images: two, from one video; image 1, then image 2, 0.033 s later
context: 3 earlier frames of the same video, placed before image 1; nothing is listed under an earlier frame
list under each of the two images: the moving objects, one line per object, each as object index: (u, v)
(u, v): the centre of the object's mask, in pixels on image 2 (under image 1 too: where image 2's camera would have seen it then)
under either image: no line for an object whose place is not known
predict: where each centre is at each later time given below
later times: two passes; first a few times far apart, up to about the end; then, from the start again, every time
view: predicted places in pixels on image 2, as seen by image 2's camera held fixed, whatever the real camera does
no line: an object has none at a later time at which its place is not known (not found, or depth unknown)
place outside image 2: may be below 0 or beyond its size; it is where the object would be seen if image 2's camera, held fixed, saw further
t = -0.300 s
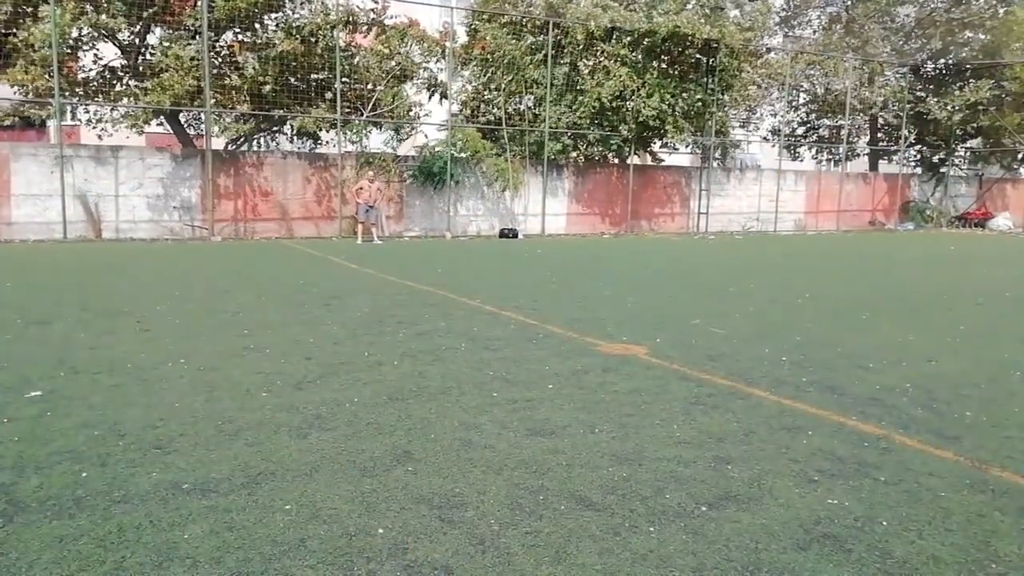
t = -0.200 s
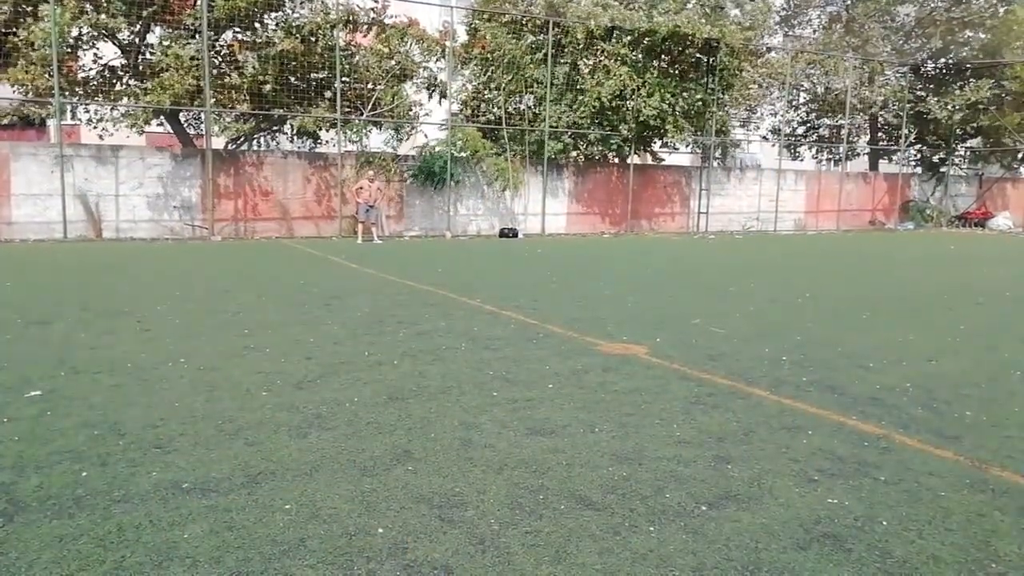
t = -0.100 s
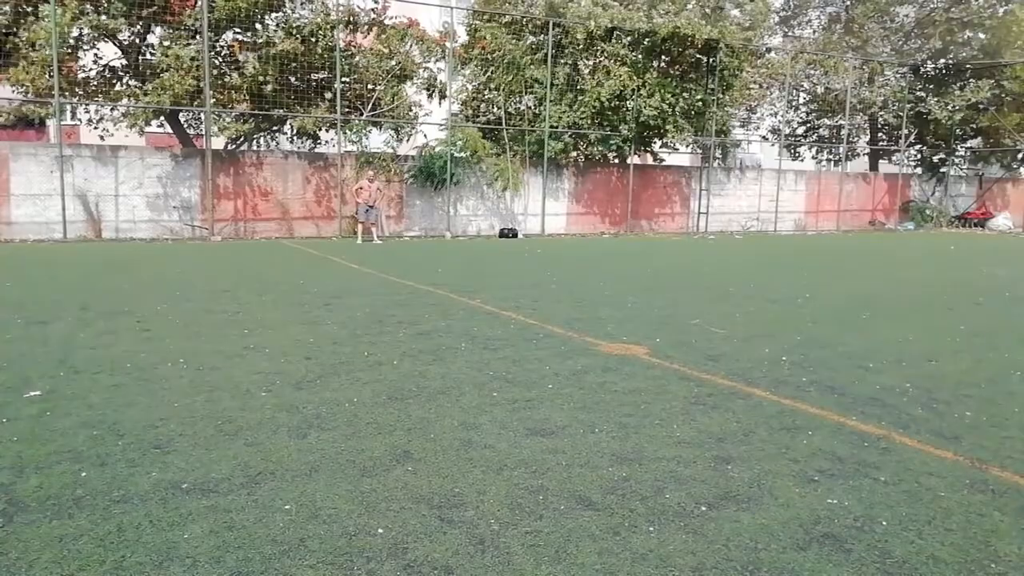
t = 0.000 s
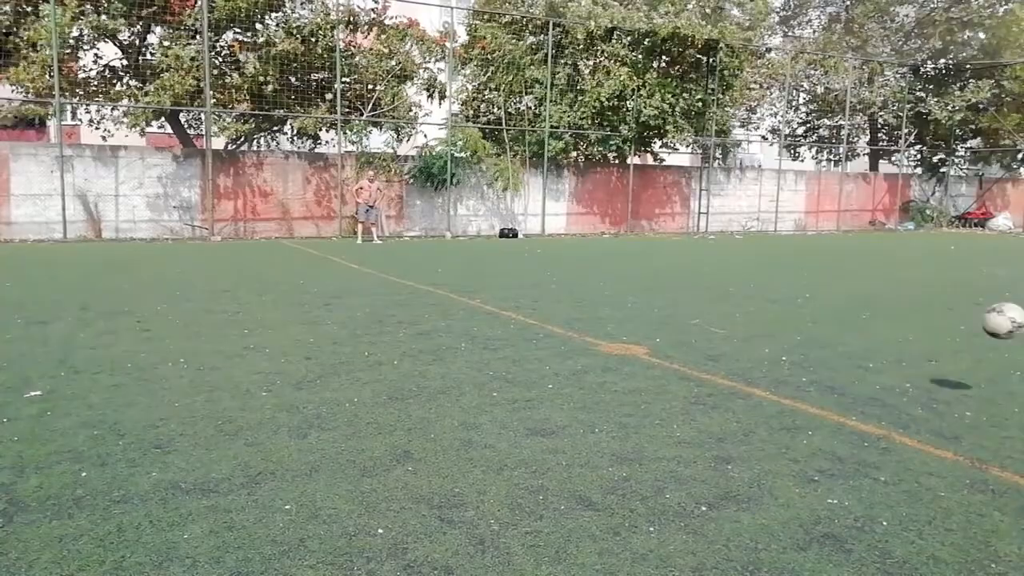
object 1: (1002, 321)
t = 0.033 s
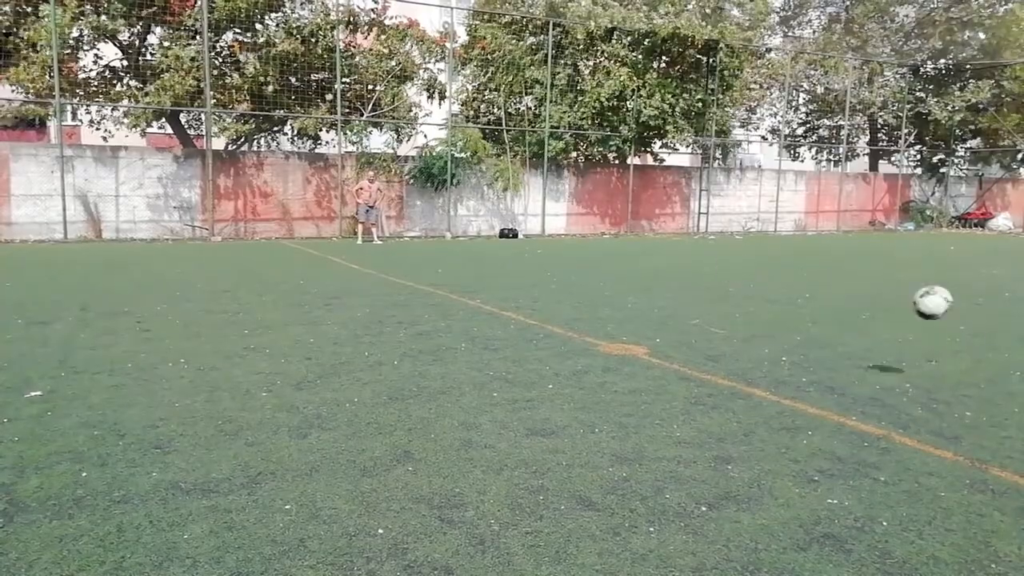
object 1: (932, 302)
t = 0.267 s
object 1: (629, 265)
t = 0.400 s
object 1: (534, 277)
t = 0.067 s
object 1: (871, 289)
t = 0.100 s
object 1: (818, 279)
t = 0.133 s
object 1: (771, 272)
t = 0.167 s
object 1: (729, 268)
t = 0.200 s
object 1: (693, 265)
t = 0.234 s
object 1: (659, 264)
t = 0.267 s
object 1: (629, 265)
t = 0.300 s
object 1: (602, 266)
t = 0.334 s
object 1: (577, 269)
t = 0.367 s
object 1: (555, 273)
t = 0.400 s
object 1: (534, 277)
